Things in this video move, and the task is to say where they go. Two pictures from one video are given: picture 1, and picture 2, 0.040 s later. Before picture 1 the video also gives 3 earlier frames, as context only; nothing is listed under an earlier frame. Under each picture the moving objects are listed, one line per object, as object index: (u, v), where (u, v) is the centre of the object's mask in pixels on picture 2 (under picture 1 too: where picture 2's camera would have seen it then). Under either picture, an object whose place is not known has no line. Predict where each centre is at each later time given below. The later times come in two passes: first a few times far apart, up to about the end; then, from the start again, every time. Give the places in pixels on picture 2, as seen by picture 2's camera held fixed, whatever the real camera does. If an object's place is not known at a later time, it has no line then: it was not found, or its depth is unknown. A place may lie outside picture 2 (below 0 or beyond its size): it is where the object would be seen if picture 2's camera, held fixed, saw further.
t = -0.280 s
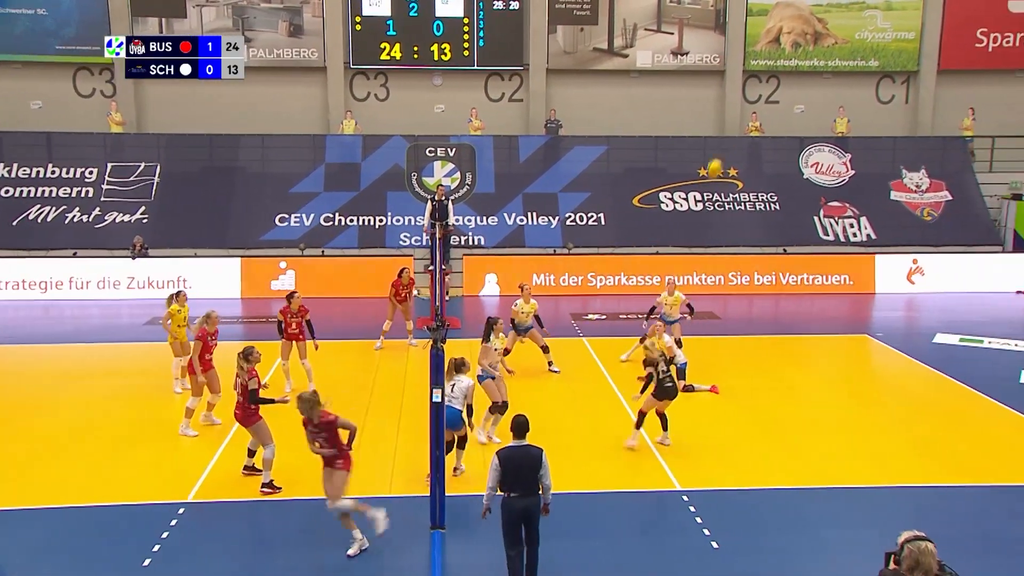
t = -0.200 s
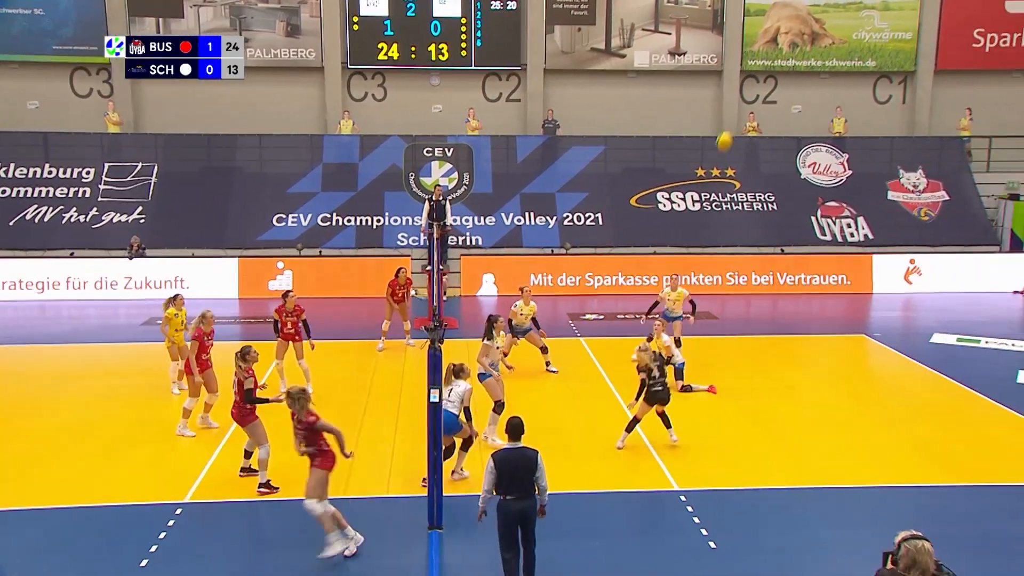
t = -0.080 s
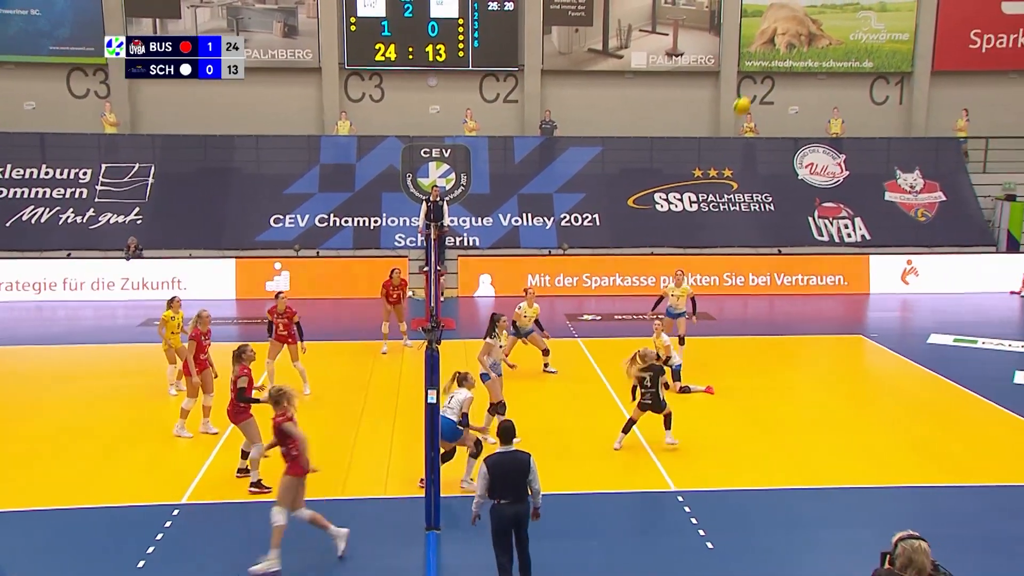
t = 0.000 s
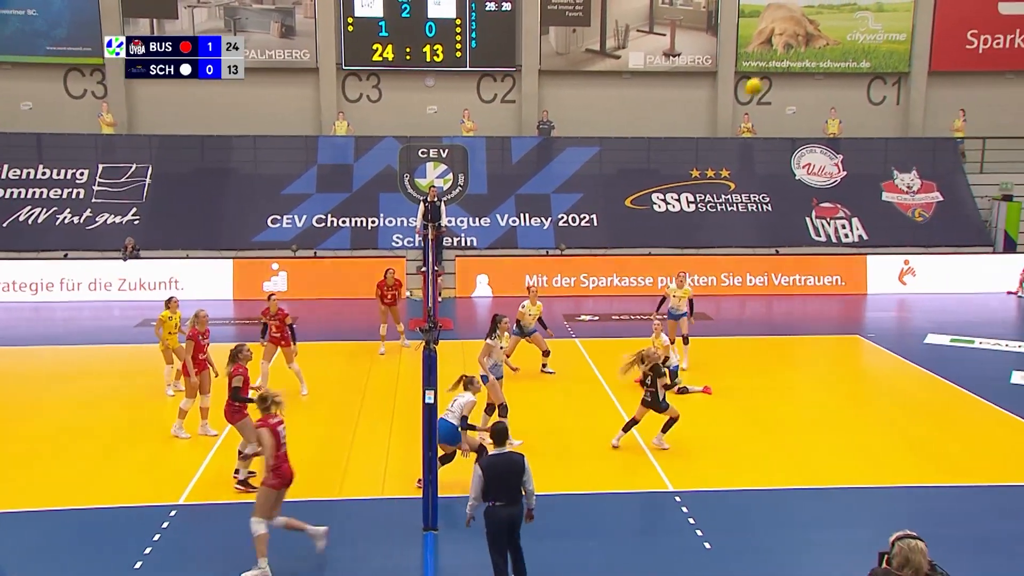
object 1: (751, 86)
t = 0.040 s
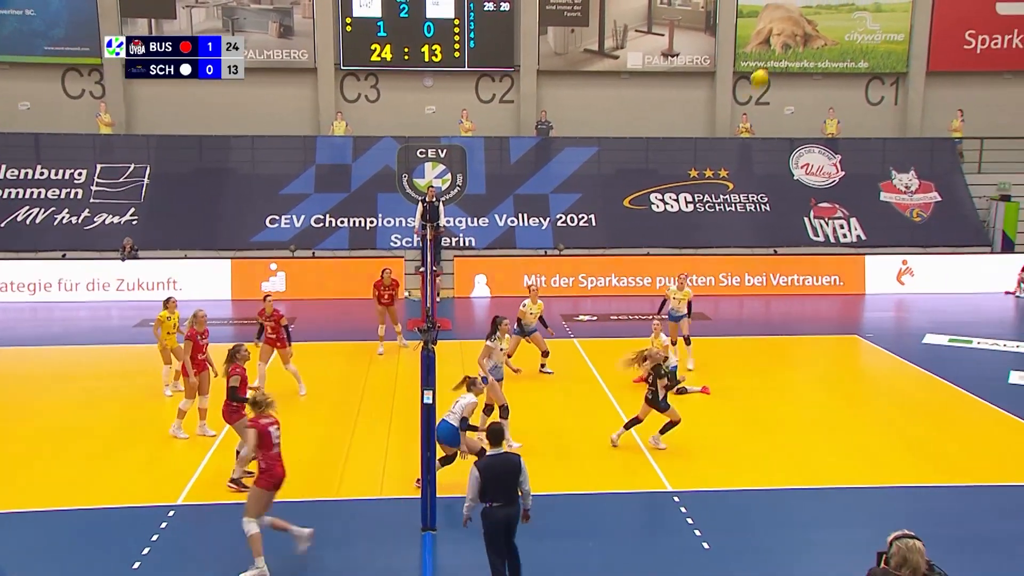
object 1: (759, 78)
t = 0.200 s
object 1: (793, 57)
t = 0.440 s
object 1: (852, 63)
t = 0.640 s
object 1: (909, 115)
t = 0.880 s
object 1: (988, 261)
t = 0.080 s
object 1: (768, 72)
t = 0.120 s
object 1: (776, 66)
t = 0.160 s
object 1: (784, 60)
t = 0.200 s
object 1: (793, 57)
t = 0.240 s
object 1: (802, 54)
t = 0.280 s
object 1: (812, 53)
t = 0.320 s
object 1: (820, 53)
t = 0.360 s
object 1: (831, 55)
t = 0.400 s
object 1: (841, 57)
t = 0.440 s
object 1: (852, 63)
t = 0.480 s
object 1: (863, 68)
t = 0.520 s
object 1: (873, 78)
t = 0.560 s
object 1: (884, 89)
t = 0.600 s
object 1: (896, 100)
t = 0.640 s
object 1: (909, 115)
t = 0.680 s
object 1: (921, 135)
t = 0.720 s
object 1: (934, 154)
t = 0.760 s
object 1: (947, 175)
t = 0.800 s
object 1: (960, 201)
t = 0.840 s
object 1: (975, 230)
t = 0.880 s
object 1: (988, 261)
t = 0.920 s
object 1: (1002, 301)
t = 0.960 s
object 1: (1017, 334)
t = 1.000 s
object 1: (1030, 376)
